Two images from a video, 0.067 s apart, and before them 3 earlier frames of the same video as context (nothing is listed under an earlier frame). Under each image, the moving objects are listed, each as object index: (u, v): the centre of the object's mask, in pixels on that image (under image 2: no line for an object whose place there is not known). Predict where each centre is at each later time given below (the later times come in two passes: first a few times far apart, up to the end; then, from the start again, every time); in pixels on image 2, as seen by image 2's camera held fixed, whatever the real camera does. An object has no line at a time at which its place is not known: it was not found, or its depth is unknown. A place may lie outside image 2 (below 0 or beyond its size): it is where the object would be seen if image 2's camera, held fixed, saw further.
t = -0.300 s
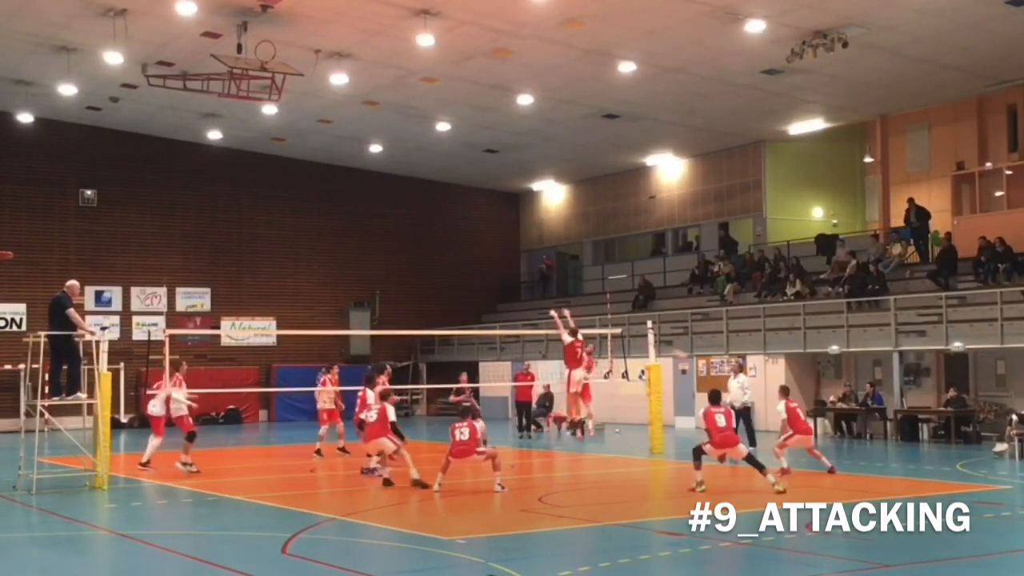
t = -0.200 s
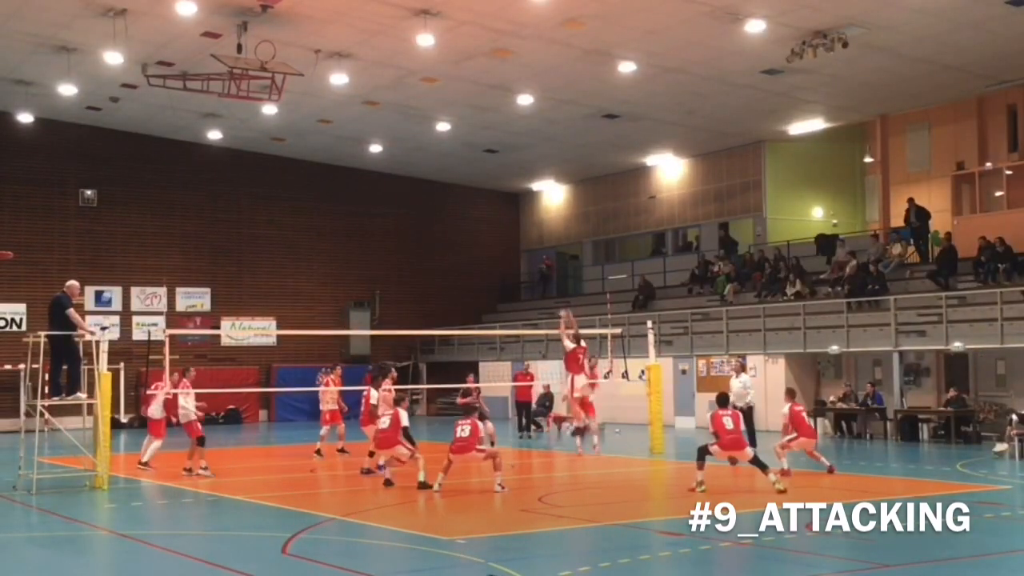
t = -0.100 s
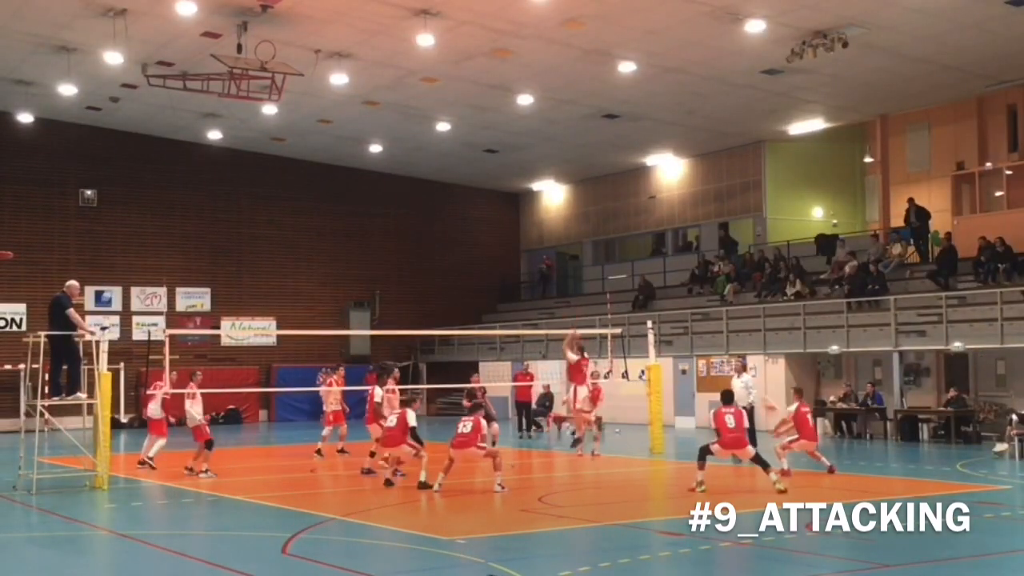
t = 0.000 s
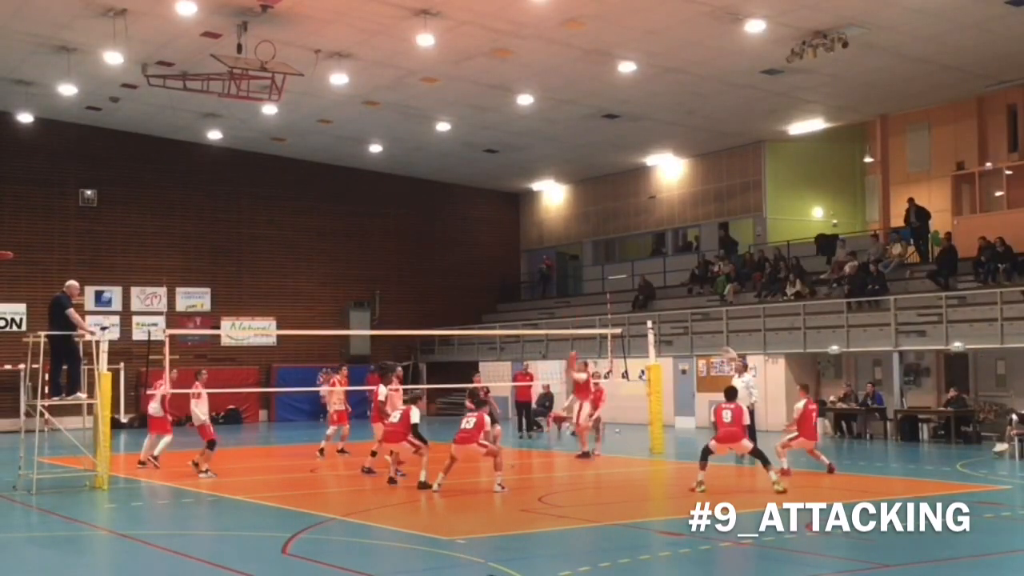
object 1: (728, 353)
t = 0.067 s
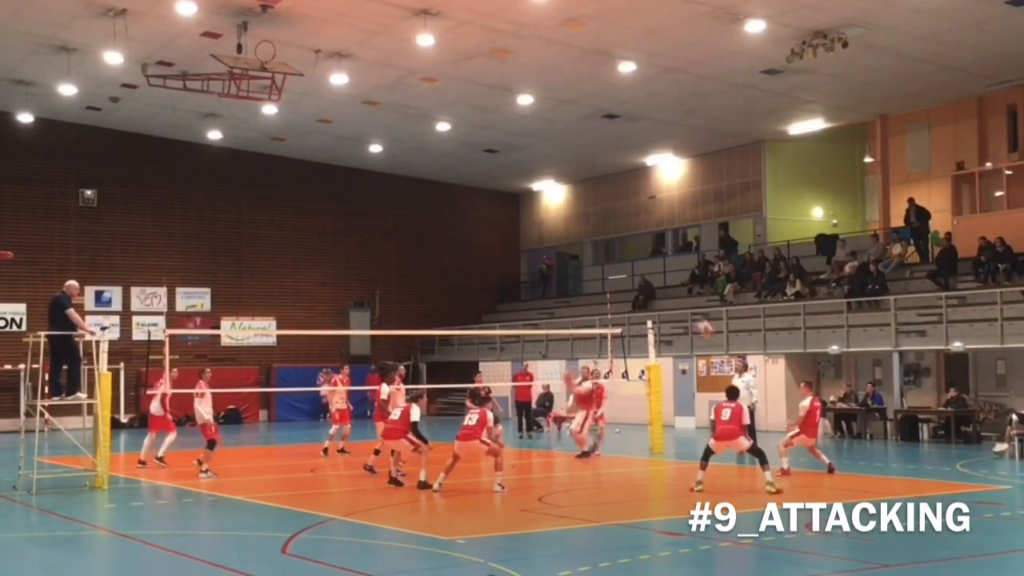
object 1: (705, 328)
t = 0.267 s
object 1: (632, 262)
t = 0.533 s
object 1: (539, 212)
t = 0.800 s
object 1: (453, 212)
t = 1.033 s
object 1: (378, 247)
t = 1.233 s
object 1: (315, 305)
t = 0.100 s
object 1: (693, 314)
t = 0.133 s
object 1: (680, 302)
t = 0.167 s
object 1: (669, 292)
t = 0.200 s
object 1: (657, 281)
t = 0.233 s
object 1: (645, 270)
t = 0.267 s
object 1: (632, 262)
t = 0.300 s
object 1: (622, 253)
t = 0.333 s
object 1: (609, 245)
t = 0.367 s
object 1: (598, 239)
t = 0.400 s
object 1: (587, 232)
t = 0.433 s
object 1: (576, 227)
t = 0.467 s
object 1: (564, 221)
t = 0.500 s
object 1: (553, 218)
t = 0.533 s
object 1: (539, 212)
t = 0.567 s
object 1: (531, 210)
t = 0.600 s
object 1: (519, 209)
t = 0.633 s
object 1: (508, 208)
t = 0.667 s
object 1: (497, 207)
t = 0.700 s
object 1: (486, 207)
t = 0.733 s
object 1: (475, 208)
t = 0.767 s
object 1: (464, 210)
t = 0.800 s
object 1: (453, 212)
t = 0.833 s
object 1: (443, 215)
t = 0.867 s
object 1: (433, 218)
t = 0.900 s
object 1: (421, 223)
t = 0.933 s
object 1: (411, 228)
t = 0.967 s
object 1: (400, 233)
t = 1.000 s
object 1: (389, 240)
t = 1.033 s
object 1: (378, 247)
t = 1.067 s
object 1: (368, 255)
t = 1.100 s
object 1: (357, 264)
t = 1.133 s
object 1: (346, 273)
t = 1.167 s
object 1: (336, 283)
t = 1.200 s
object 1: (325, 293)
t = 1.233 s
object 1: (315, 305)
